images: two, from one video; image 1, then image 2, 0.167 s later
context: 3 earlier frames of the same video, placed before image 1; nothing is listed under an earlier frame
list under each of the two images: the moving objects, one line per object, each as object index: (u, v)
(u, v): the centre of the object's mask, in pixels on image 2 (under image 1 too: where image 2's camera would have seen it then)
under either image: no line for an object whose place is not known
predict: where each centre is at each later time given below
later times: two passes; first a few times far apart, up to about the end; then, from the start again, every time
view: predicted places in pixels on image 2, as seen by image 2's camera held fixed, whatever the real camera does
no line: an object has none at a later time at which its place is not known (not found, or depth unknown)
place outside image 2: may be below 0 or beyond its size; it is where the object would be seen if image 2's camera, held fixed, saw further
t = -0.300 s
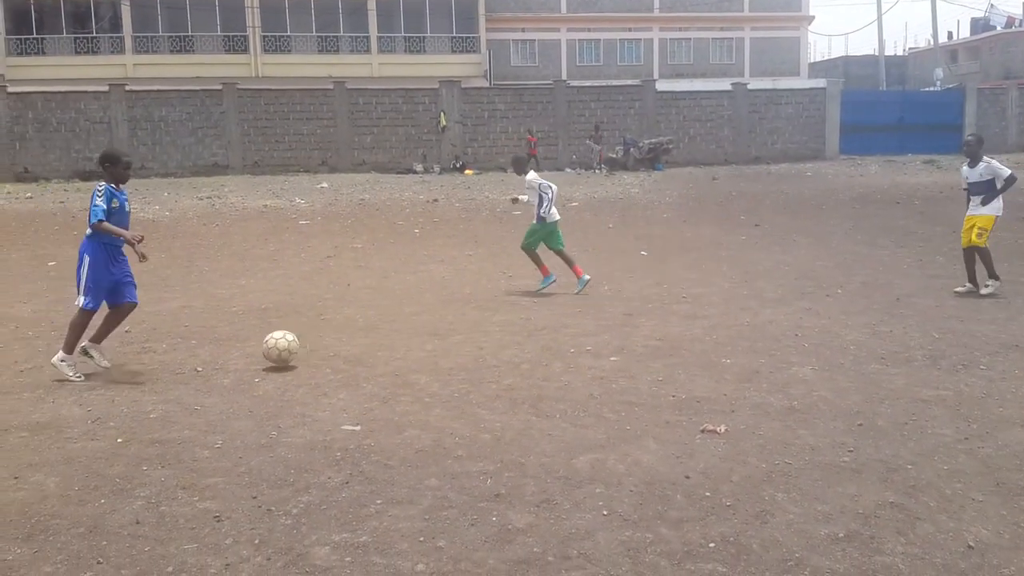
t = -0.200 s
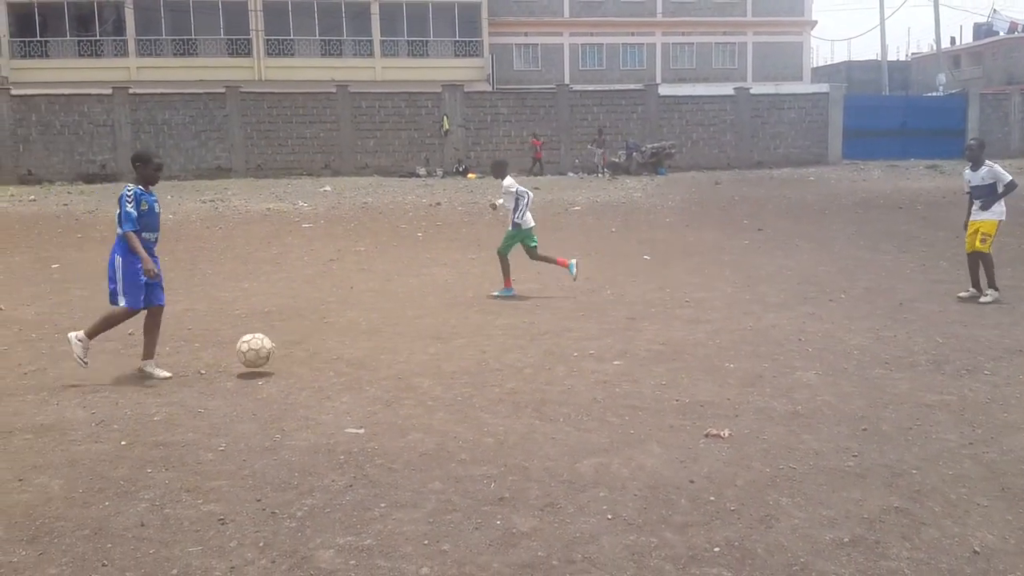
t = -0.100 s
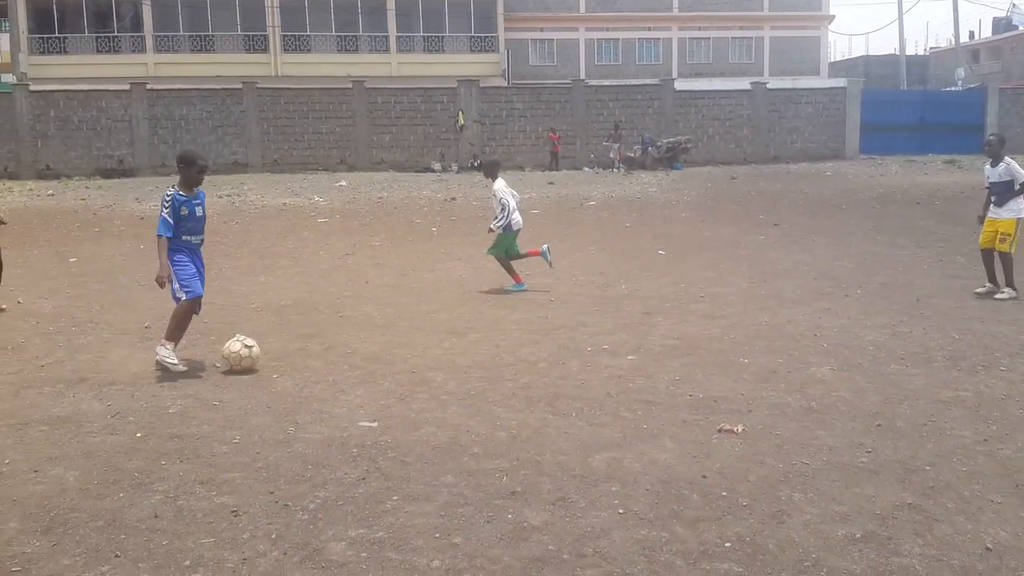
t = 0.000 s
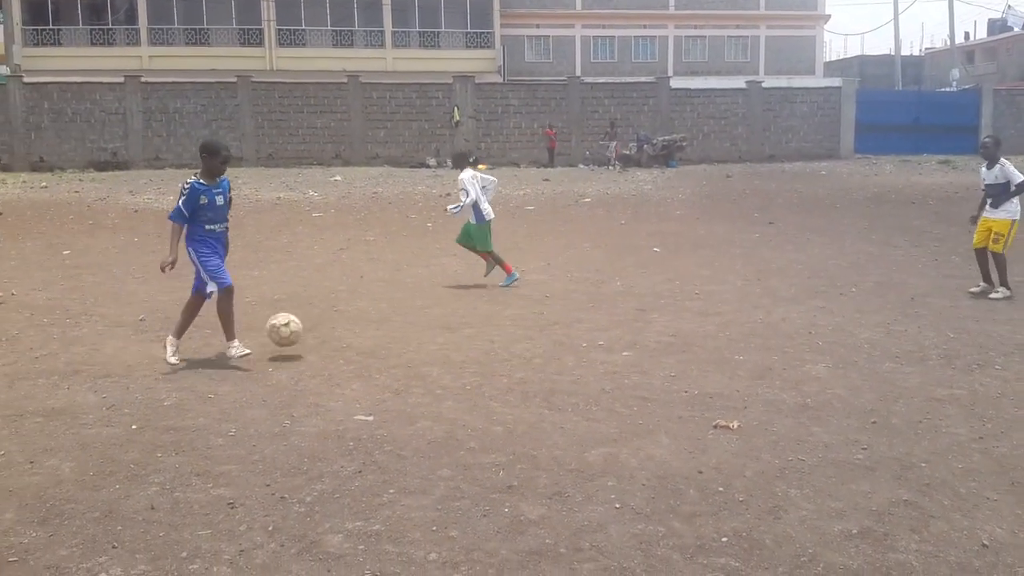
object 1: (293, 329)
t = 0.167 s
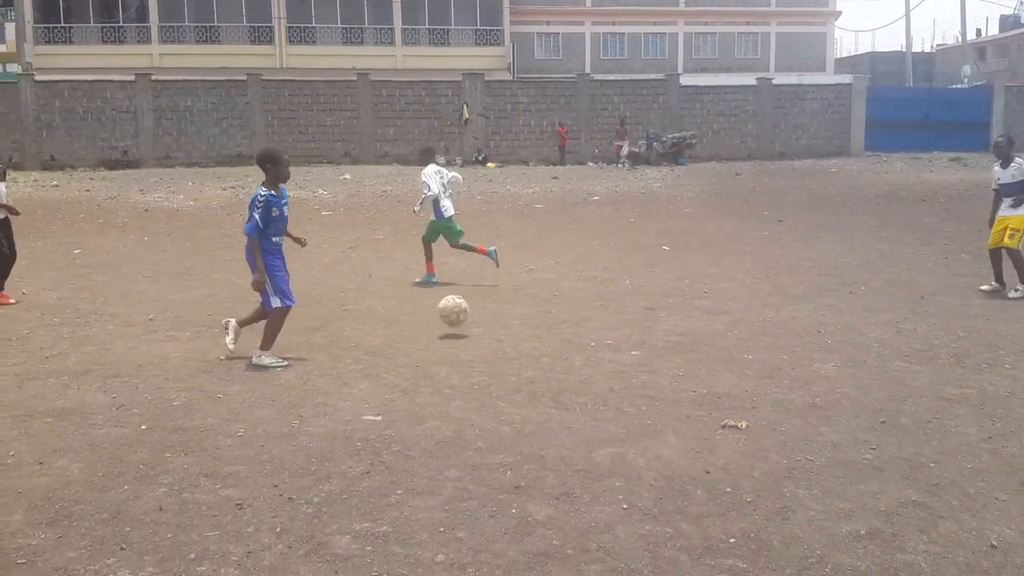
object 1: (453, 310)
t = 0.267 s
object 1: (528, 311)
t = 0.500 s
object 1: (643, 294)
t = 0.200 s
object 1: (481, 311)
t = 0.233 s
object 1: (507, 314)
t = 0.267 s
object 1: (528, 311)
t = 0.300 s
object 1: (546, 304)
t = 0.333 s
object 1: (563, 299)
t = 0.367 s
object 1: (580, 295)
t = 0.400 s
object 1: (597, 293)
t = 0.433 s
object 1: (612, 292)
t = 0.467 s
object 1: (628, 292)
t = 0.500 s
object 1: (643, 294)
